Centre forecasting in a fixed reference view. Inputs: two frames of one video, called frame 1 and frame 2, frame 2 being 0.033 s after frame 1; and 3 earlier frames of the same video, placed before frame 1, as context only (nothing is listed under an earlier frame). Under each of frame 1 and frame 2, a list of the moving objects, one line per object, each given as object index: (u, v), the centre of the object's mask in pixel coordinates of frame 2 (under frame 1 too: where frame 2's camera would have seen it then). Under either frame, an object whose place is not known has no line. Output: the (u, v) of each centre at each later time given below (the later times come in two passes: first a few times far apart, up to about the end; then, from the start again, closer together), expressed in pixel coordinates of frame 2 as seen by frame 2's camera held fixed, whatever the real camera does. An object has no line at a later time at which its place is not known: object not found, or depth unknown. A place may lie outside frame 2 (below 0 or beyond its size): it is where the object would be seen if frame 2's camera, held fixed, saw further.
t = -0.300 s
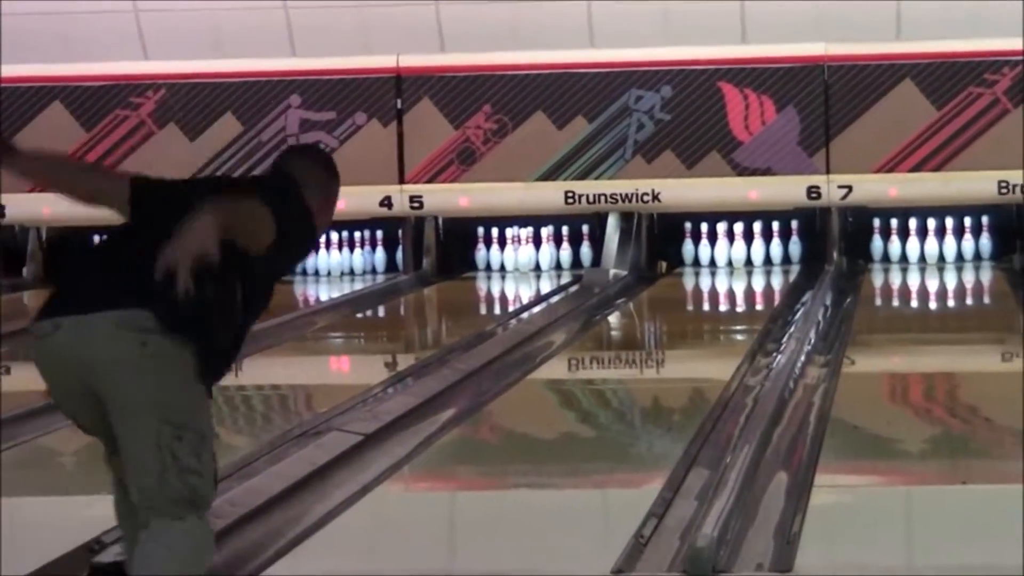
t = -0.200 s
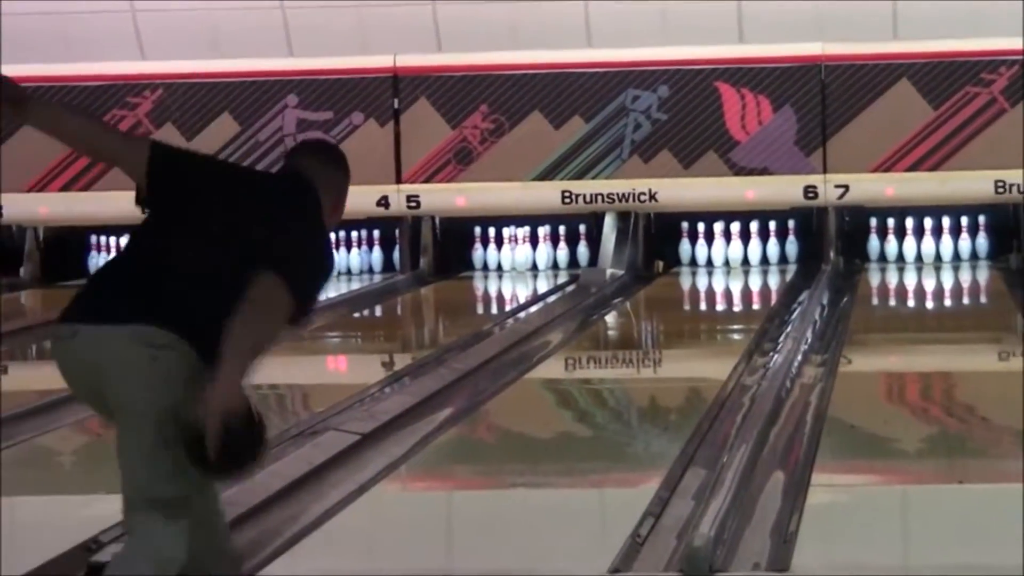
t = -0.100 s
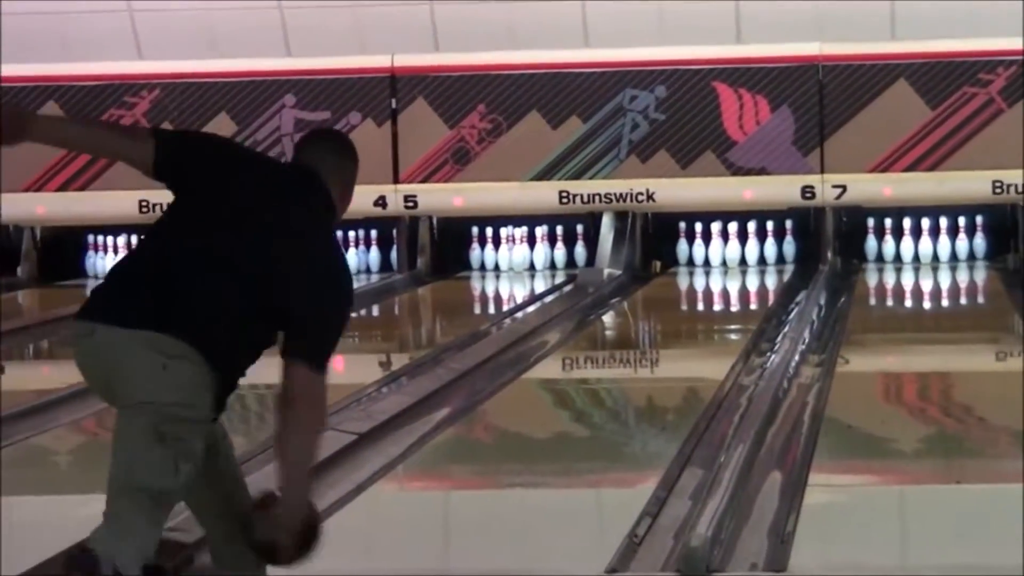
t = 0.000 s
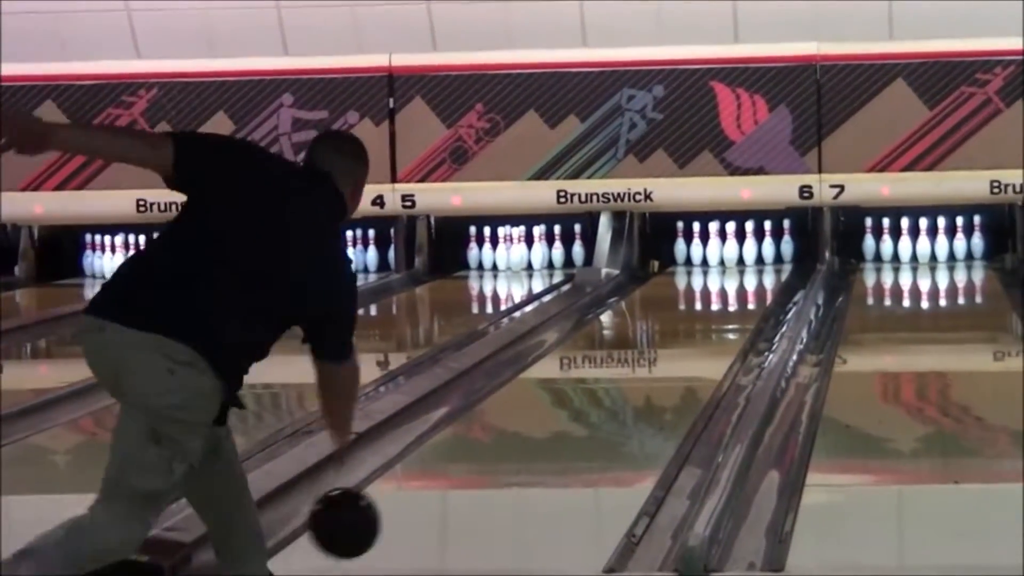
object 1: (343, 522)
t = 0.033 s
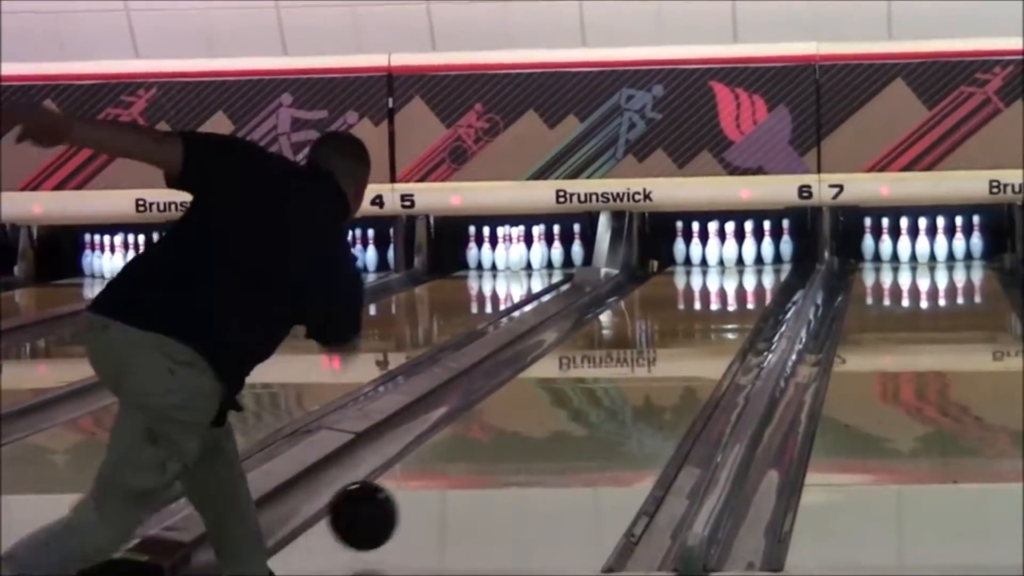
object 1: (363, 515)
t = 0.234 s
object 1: (461, 467)
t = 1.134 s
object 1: (679, 326)
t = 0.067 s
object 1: (382, 513)
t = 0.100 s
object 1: (400, 504)
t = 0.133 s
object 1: (416, 494)
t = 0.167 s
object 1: (432, 485)
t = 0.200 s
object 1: (447, 476)
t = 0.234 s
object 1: (461, 467)
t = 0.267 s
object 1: (474, 458)
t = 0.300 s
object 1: (487, 450)
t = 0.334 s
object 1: (498, 442)
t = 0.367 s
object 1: (510, 435)
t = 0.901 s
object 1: (641, 350)
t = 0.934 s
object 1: (647, 346)
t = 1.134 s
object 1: (679, 326)
